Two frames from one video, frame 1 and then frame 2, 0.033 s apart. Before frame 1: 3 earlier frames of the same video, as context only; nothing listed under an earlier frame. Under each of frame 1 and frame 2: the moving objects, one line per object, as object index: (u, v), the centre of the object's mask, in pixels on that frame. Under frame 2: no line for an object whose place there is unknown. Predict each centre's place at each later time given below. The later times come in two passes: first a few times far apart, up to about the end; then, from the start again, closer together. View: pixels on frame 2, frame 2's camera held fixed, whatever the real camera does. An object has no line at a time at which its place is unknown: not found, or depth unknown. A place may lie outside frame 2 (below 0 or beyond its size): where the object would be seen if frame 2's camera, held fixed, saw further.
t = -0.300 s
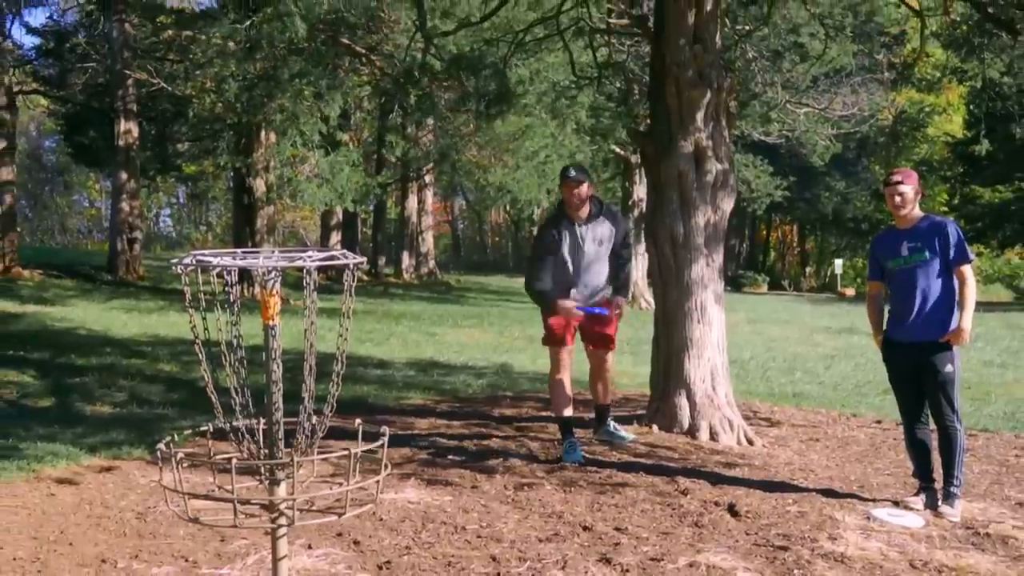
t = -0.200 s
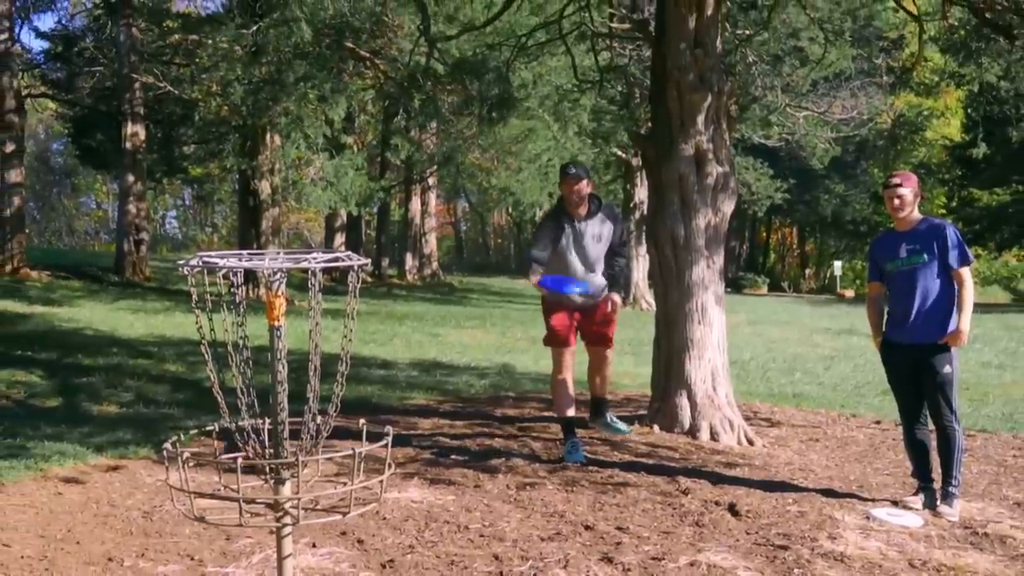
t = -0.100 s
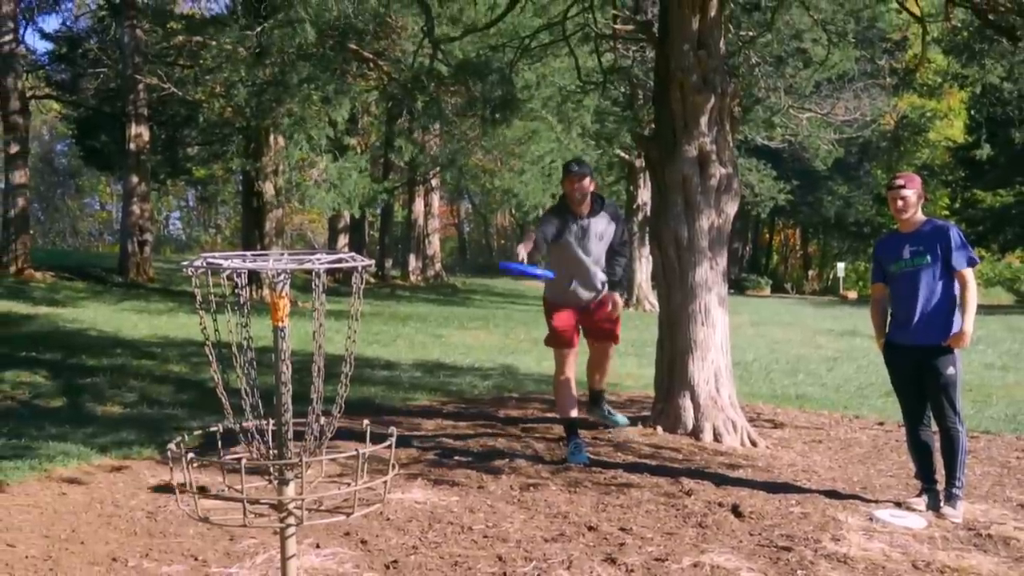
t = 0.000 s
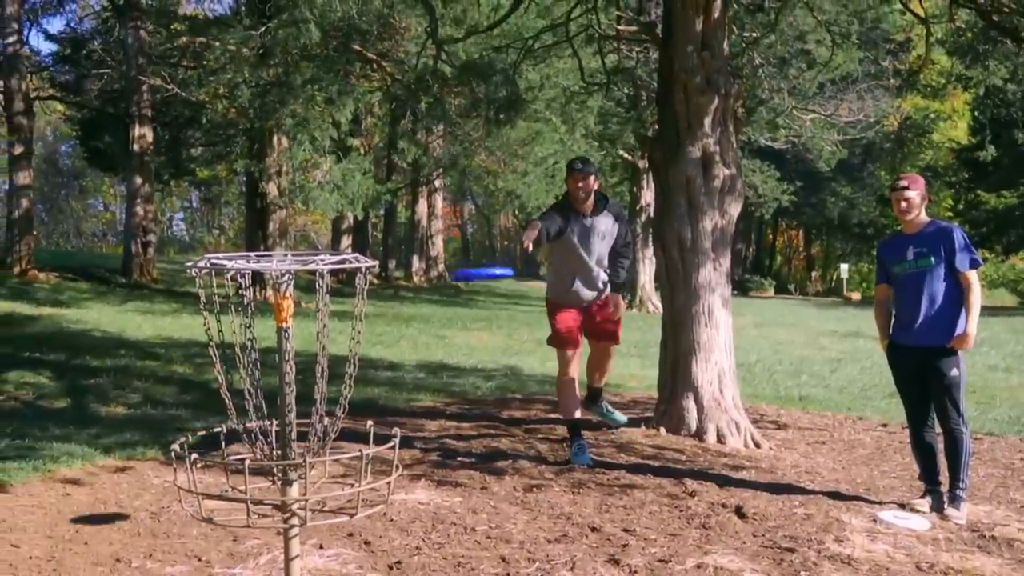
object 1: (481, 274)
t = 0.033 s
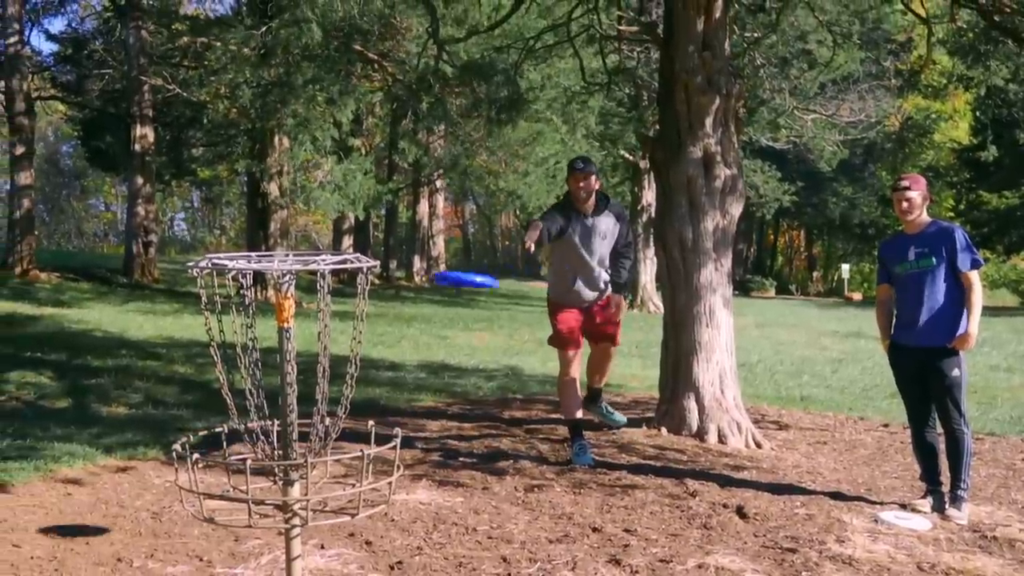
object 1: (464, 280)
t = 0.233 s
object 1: (345, 348)
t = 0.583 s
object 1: (455, 516)
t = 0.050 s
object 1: (457, 283)
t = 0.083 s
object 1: (436, 291)
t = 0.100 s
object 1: (426, 295)
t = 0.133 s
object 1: (405, 307)
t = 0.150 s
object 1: (396, 314)
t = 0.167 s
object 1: (383, 321)
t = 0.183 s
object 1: (369, 330)
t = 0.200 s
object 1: (360, 340)
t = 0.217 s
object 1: (347, 344)
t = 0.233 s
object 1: (345, 348)
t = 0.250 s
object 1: (355, 357)
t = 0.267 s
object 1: (343, 353)
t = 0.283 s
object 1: (344, 357)
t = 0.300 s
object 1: (346, 361)
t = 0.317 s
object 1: (350, 365)
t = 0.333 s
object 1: (353, 370)
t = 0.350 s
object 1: (357, 375)
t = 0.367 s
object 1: (361, 382)
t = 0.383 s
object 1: (365, 388)
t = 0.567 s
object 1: (445, 503)
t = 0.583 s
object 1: (455, 516)
